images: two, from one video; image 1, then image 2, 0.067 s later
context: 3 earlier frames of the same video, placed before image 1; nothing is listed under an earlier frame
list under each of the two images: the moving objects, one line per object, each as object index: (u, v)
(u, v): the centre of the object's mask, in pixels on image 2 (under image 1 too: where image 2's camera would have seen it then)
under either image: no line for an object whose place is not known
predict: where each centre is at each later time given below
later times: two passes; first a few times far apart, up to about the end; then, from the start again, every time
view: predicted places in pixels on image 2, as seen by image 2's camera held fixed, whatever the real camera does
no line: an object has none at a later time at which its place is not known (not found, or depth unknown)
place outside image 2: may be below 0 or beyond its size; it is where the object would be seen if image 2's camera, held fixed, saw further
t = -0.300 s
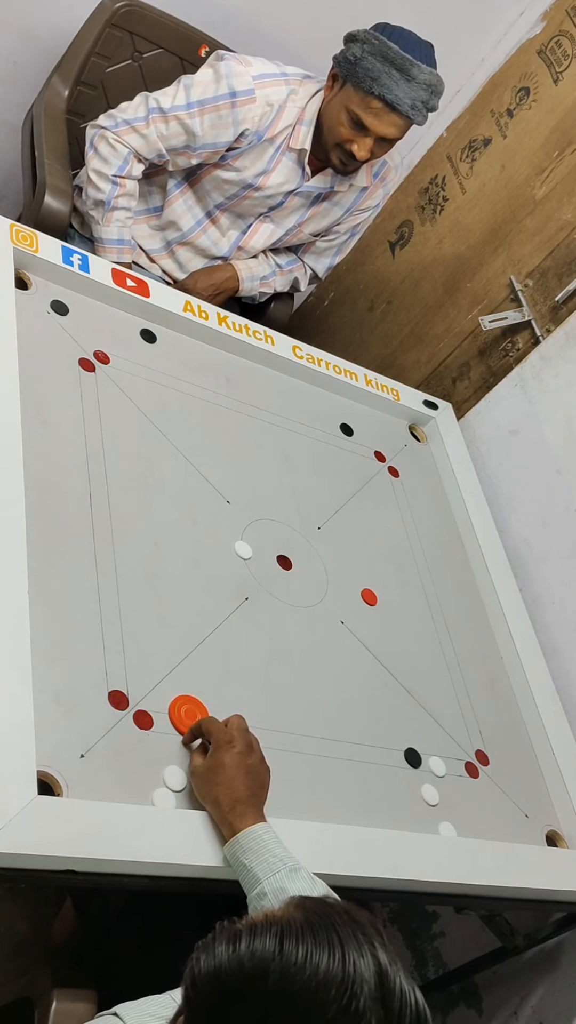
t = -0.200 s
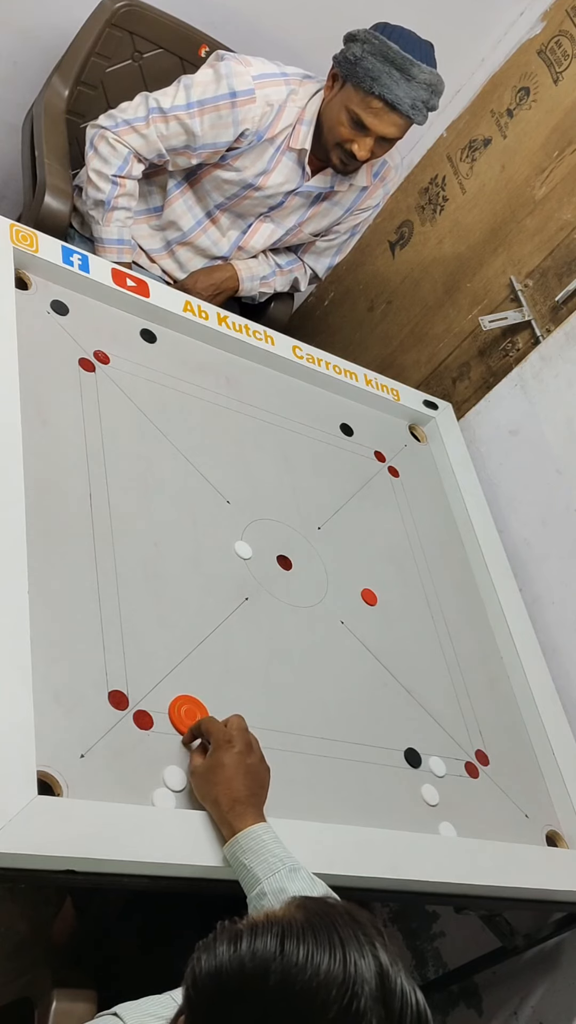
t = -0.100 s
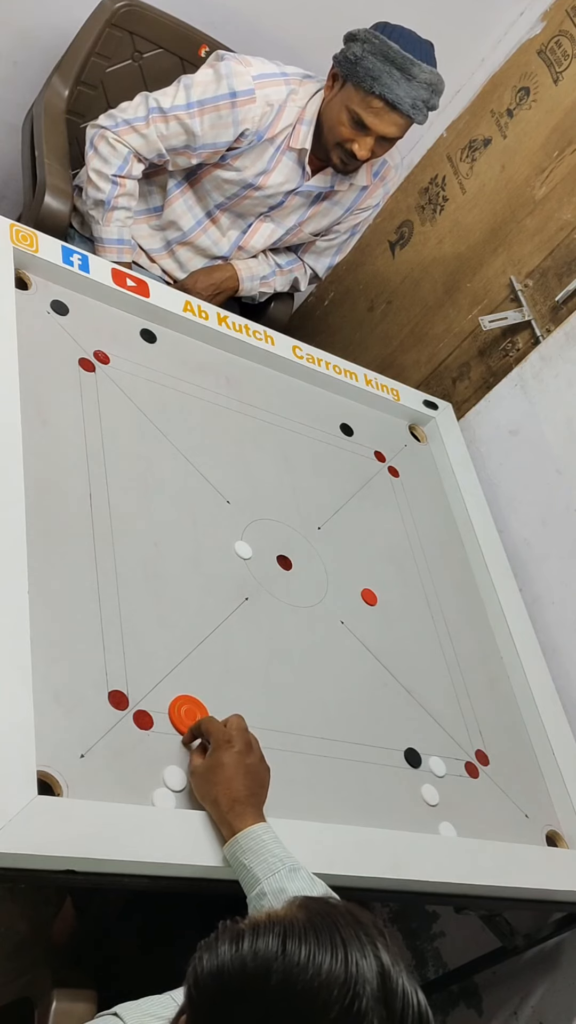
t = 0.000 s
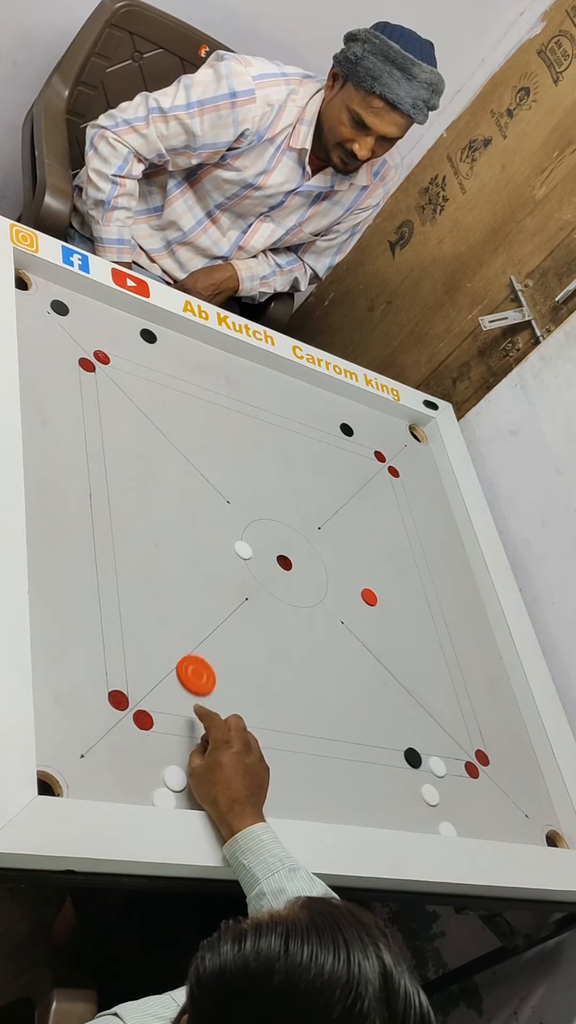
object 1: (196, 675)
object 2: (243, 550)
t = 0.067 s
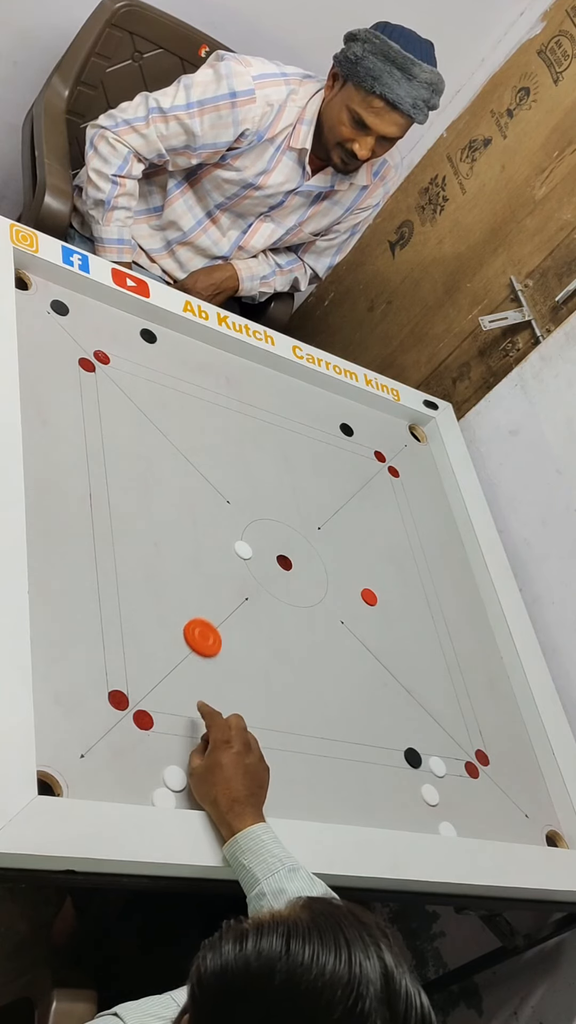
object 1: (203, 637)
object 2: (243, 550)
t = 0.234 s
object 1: (217, 560)
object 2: (243, 550)
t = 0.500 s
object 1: (226, 463)
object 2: (301, 552)
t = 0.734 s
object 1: (233, 400)
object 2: (343, 555)
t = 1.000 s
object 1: (244, 380)
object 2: (374, 559)
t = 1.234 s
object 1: (257, 410)
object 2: (391, 561)
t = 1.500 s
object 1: (268, 434)
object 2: (394, 562)
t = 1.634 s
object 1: (272, 443)
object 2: (394, 562)
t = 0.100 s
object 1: (205, 621)
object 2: (243, 550)
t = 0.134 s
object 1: (208, 605)
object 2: (243, 550)
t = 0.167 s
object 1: (212, 588)
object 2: (243, 550)
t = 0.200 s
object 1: (214, 574)
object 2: (243, 550)
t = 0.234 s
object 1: (217, 560)
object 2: (243, 550)
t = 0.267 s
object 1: (220, 545)
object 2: (245, 550)
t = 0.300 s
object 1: (221, 532)
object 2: (254, 550)
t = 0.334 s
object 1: (222, 520)
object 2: (263, 550)
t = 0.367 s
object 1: (223, 507)
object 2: (271, 550)
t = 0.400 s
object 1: (224, 496)
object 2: (279, 550)
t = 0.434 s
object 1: (225, 485)
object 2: (287, 551)
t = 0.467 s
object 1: (226, 473)
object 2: (294, 551)
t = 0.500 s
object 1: (226, 463)
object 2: (301, 552)
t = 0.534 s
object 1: (227, 453)
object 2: (308, 552)
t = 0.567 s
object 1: (228, 443)
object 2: (315, 553)
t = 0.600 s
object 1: (229, 434)
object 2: (321, 553)
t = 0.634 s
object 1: (230, 425)
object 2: (327, 554)
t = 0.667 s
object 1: (231, 416)
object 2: (333, 554)
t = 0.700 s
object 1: (232, 408)
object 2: (338, 555)
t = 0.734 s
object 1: (233, 400)
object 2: (343, 555)
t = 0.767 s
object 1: (234, 393)
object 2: (347, 556)
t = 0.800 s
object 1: (235, 385)
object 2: (352, 556)
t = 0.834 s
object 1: (235, 379)
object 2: (356, 557)
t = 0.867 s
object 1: (236, 372)
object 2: (360, 557)
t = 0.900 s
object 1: (237, 366)
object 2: (364, 558)
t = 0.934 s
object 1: (239, 370)
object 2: (367, 558)
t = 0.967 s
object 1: (242, 375)
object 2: (371, 558)
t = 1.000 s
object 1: (244, 380)
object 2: (374, 559)
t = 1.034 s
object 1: (246, 385)
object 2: (377, 559)
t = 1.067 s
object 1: (248, 389)
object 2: (380, 559)
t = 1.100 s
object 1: (250, 394)
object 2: (383, 560)
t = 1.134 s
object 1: (251, 398)
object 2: (385, 560)
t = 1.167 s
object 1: (253, 402)
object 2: (387, 561)
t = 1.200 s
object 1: (255, 407)
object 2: (389, 561)
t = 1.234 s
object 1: (257, 410)
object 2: (391, 561)
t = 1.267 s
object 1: (258, 414)
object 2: (392, 561)
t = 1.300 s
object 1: (260, 417)
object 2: (393, 561)
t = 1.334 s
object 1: (261, 420)
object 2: (394, 562)
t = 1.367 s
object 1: (263, 423)
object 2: (394, 561)
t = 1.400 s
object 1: (264, 426)
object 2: (394, 562)
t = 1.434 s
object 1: (265, 429)
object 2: (394, 562)
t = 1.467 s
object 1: (266, 432)
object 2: (394, 562)
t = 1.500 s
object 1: (268, 434)
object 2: (394, 562)
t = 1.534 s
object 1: (269, 437)
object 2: (394, 562)
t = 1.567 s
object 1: (270, 439)
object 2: (394, 562)
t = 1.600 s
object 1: (271, 441)
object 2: (394, 562)
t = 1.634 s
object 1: (272, 443)
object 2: (394, 562)
